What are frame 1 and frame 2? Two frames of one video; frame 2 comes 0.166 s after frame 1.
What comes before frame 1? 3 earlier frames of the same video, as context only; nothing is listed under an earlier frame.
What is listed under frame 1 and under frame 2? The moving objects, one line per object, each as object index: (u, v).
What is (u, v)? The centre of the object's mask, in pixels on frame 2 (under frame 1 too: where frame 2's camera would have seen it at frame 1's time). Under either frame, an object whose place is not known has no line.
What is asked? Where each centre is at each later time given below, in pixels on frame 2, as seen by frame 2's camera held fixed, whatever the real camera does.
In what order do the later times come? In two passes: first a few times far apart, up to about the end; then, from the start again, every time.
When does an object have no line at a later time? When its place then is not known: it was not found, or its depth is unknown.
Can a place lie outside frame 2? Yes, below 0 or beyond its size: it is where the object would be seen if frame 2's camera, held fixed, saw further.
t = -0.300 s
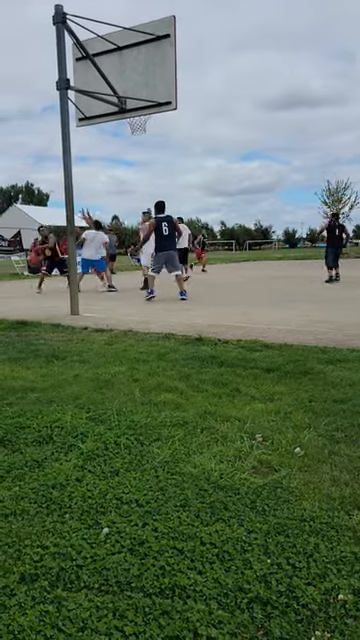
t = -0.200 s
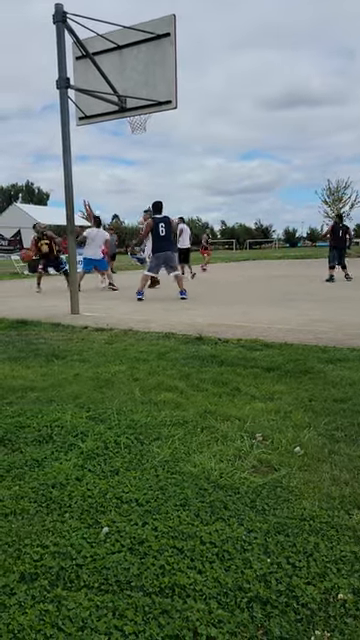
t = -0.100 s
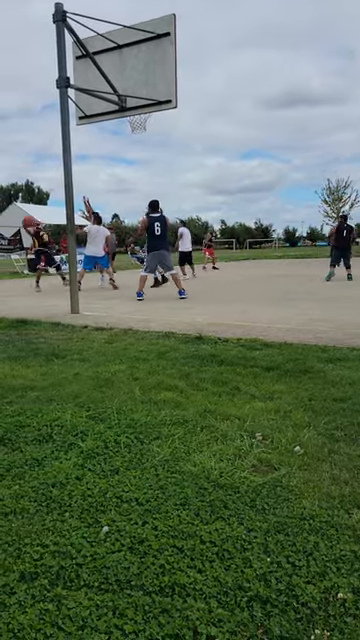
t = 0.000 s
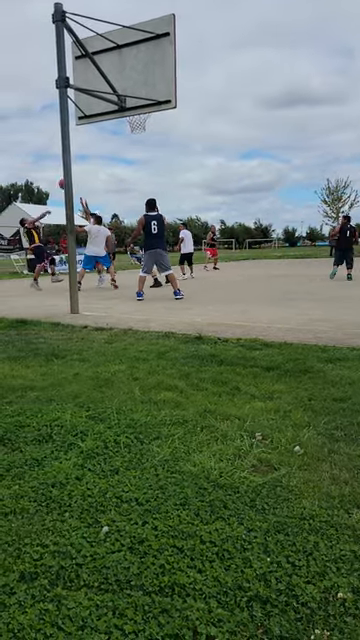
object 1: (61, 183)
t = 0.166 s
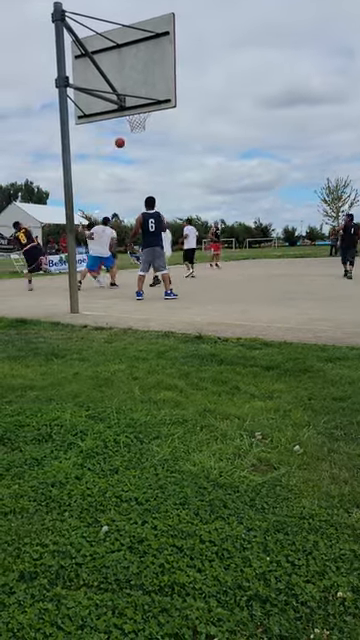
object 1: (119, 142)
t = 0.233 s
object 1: (139, 132)
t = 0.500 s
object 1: (202, 106)
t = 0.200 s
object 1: (129, 136)
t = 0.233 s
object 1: (139, 132)
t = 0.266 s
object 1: (148, 127)
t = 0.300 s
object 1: (156, 122)
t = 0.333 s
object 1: (165, 119)
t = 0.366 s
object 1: (173, 115)
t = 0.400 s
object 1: (180, 112)
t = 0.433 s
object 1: (188, 110)
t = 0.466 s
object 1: (195, 108)
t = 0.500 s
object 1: (202, 106)
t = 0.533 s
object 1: (209, 105)
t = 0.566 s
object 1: (215, 104)
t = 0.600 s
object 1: (222, 104)
